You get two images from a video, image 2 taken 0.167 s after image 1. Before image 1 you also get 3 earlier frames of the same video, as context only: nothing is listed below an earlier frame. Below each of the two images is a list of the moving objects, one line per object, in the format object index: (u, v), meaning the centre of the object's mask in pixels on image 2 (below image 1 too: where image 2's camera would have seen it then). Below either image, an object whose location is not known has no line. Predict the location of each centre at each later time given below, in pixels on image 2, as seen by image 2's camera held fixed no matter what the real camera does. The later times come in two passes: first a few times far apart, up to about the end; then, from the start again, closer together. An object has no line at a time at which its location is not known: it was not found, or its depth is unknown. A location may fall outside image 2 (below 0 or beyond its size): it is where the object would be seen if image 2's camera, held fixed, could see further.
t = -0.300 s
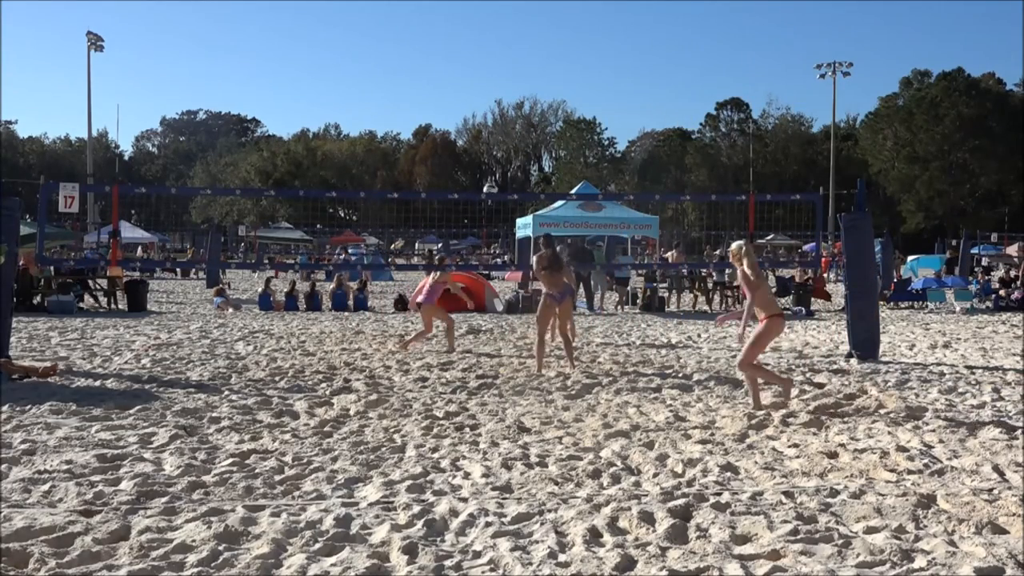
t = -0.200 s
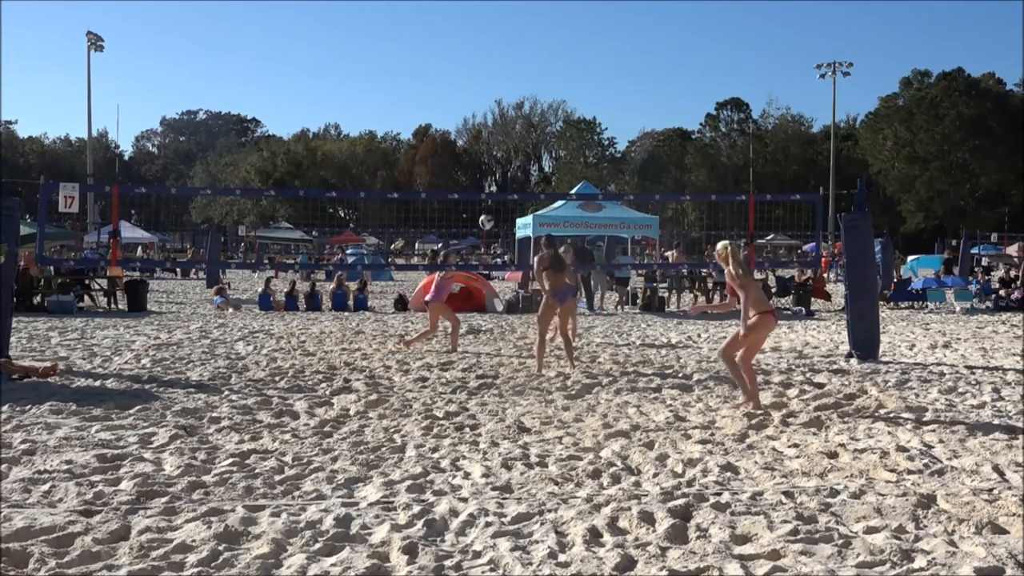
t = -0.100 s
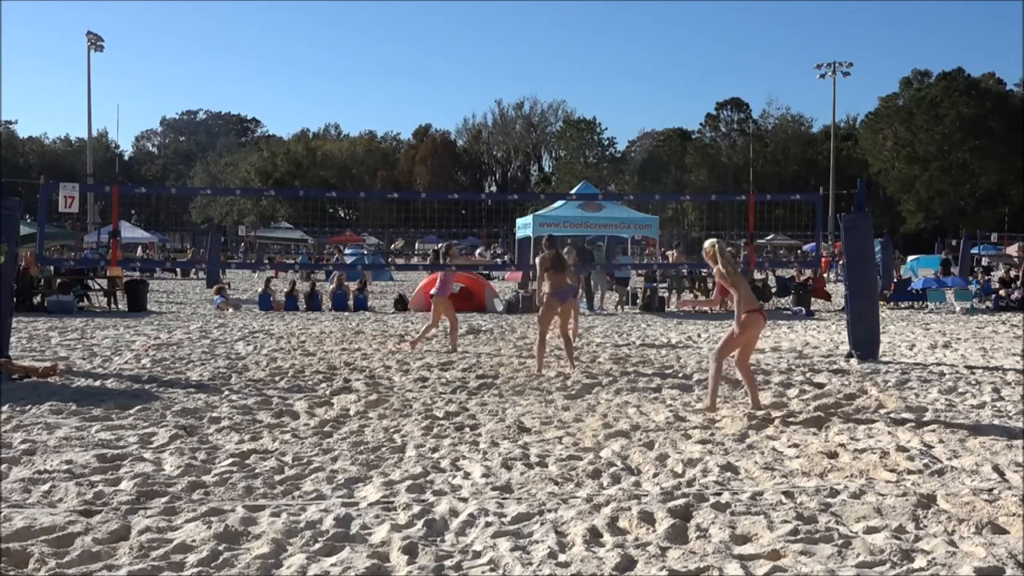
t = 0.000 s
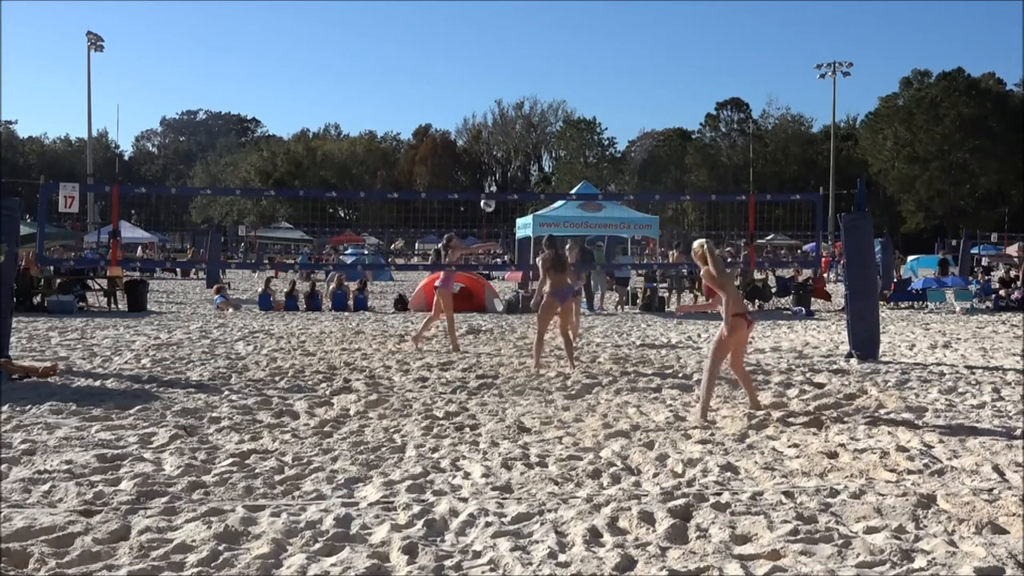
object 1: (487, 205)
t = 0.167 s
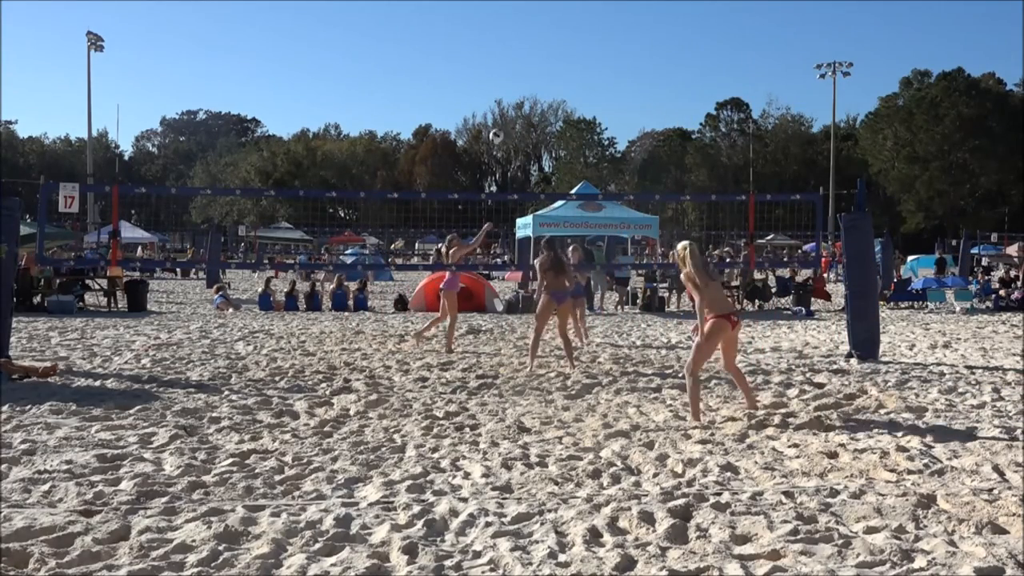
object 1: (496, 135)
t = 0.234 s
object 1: (499, 114)
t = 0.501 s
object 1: (513, 59)
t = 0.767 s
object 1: (525, 54)
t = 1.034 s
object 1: (536, 97)
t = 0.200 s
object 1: (497, 125)
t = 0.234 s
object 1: (499, 114)
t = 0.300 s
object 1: (503, 96)
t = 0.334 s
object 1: (505, 88)
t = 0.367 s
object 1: (506, 80)
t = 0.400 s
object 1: (508, 73)
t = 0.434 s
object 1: (510, 68)
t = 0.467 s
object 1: (511, 63)
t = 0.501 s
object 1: (513, 59)
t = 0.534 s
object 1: (515, 56)
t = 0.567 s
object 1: (516, 54)
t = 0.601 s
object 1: (518, 52)
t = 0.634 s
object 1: (519, 51)
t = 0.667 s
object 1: (521, 50)
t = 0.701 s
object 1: (522, 51)
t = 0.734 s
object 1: (524, 52)
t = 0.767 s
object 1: (525, 54)
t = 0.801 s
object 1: (527, 57)
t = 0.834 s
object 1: (528, 60)
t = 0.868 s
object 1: (529, 65)
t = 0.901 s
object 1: (531, 70)
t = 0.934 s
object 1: (532, 76)
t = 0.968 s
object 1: (534, 82)
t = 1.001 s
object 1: (535, 89)
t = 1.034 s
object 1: (536, 97)
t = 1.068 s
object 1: (538, 106)
